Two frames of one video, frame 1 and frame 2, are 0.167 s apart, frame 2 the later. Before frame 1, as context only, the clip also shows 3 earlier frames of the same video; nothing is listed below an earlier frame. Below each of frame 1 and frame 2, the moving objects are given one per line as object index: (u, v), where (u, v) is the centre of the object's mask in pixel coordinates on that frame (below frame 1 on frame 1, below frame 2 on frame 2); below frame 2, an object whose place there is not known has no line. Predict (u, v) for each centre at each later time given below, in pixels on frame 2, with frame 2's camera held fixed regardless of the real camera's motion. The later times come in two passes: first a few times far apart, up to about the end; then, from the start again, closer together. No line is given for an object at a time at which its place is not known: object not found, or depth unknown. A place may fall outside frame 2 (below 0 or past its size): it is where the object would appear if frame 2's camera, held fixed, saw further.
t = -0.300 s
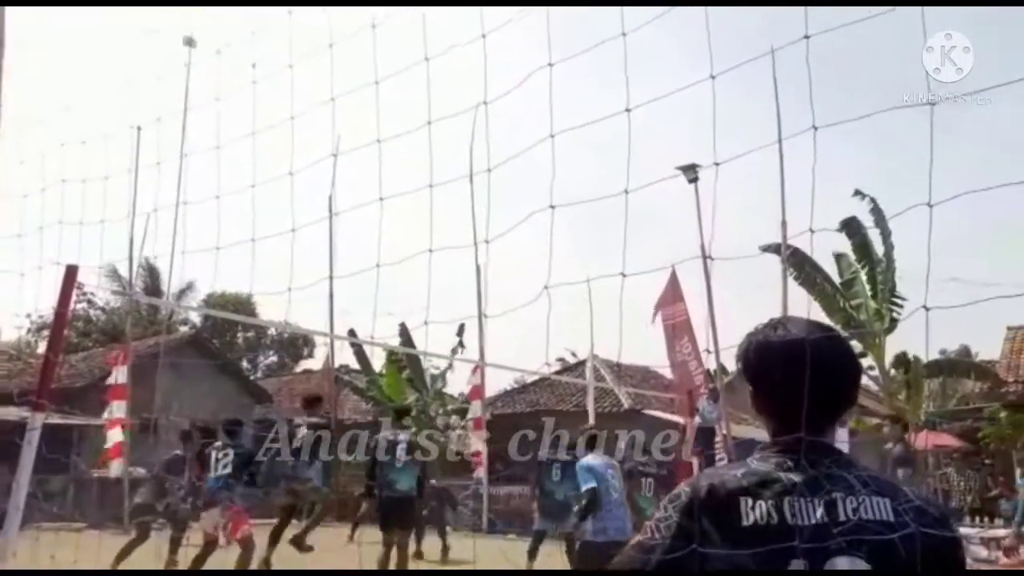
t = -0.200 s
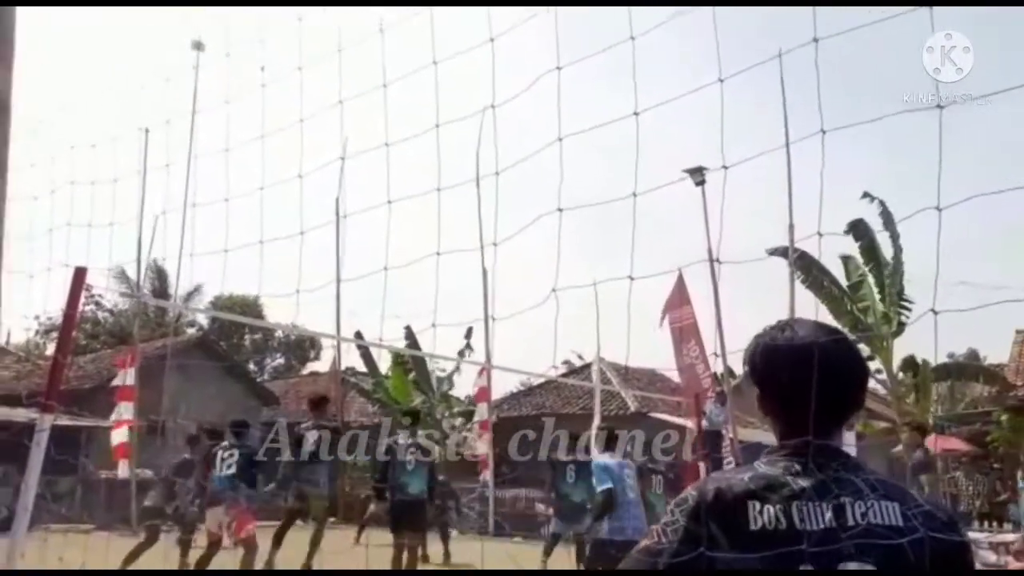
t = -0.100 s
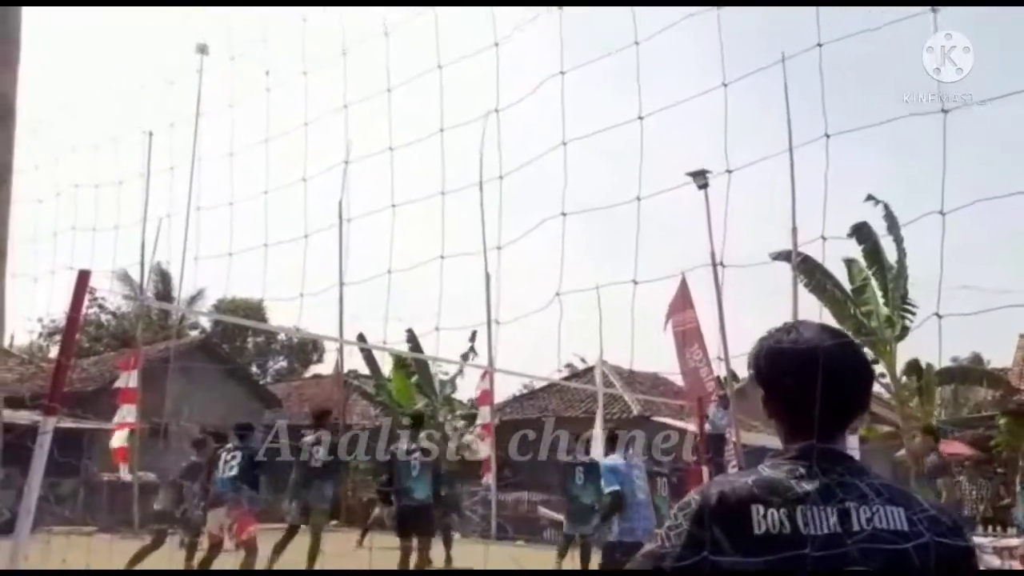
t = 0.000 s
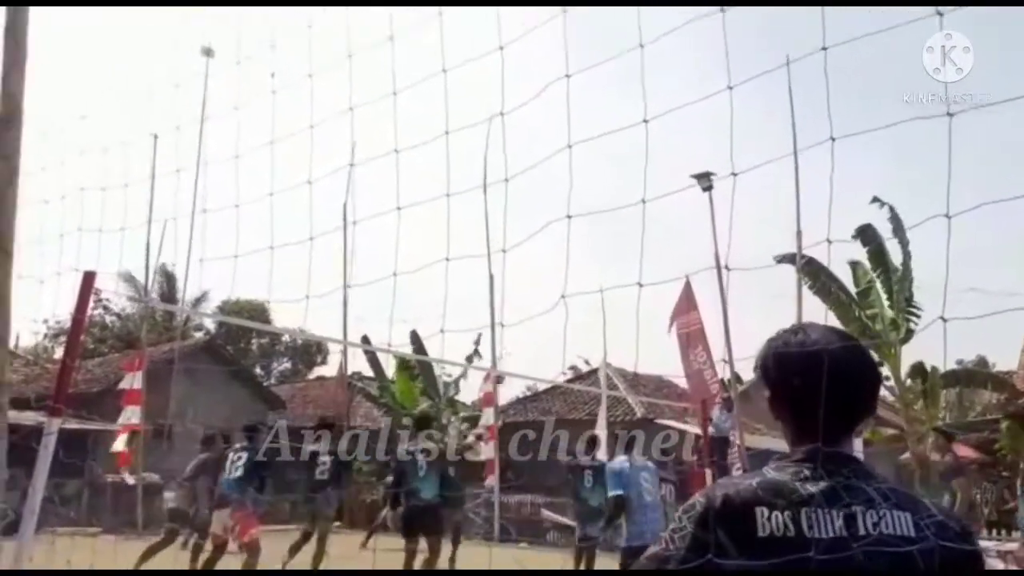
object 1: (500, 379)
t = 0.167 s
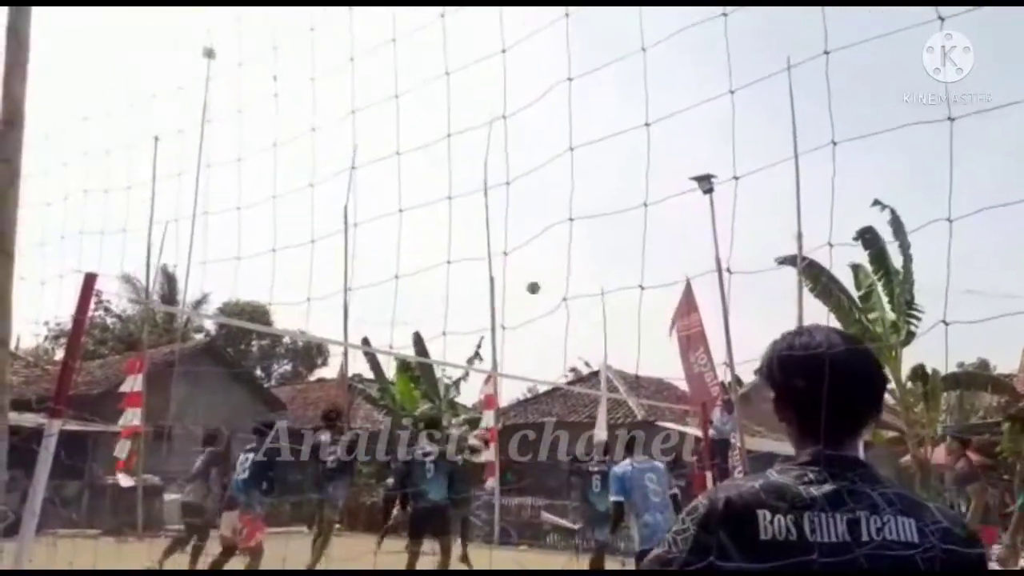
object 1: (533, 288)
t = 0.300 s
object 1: (556, 232)
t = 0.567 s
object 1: (599, 162)
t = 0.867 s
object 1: (635, 137)
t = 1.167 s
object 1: (664, 160)
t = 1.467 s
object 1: (692, 226)
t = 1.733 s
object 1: (708, 298)
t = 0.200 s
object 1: (539, 273)
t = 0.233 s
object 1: (545, 258)
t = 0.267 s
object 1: (551, 244)
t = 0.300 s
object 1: (556, 232)
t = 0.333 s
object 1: (563, 221)
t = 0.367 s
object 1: (569, 210)
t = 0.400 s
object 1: (574, 200)
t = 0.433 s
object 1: (580, 191)
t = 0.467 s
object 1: (585, 182)
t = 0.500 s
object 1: (590, 174)
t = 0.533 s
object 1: (594, 168)
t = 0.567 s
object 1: (599, 162)
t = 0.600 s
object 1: (604, 156)
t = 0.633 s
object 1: (609, 151)
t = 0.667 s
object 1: (613, 146)
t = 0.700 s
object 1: (618, 143)
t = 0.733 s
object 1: (621, 141)
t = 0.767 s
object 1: (625, 139)
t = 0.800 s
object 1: (629, 137)
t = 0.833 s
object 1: (632, 137)
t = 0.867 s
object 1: (635, 137)
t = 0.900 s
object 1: (639, 137)
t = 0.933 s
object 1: (642, 138)
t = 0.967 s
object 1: (646, 139)
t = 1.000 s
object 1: (649, 141)
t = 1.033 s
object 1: (653, 144)
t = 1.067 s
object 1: (655, 147)
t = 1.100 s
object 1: (659, 151)
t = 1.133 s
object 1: (662, 155)
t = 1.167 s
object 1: (664, 160)
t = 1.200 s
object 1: (668, 166)
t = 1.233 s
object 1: (671, 171)
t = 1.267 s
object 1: (674, 178)
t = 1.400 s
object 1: (684, 209)
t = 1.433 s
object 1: (688, 218)
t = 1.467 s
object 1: (692, 226)
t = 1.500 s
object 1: (695, 236)
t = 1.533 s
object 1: (697, 248)
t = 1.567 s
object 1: (698, 258)
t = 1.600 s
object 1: (700, 270)
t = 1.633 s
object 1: (703, 282)
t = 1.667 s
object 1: (705, 293)
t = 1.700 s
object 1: (707, 298)
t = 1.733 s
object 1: (708, 298)
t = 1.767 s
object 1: (708, 300)
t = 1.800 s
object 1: (708, 300)
